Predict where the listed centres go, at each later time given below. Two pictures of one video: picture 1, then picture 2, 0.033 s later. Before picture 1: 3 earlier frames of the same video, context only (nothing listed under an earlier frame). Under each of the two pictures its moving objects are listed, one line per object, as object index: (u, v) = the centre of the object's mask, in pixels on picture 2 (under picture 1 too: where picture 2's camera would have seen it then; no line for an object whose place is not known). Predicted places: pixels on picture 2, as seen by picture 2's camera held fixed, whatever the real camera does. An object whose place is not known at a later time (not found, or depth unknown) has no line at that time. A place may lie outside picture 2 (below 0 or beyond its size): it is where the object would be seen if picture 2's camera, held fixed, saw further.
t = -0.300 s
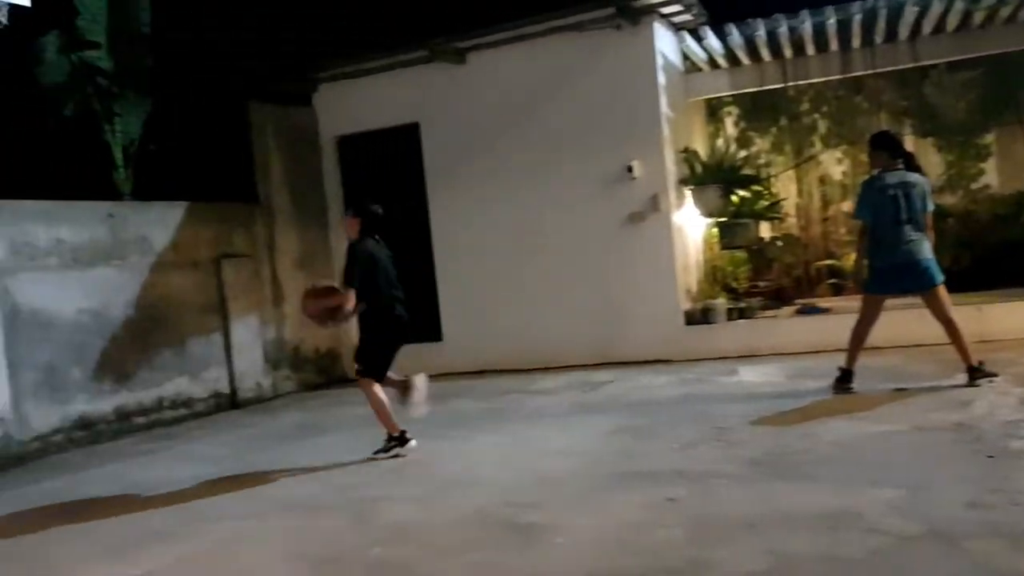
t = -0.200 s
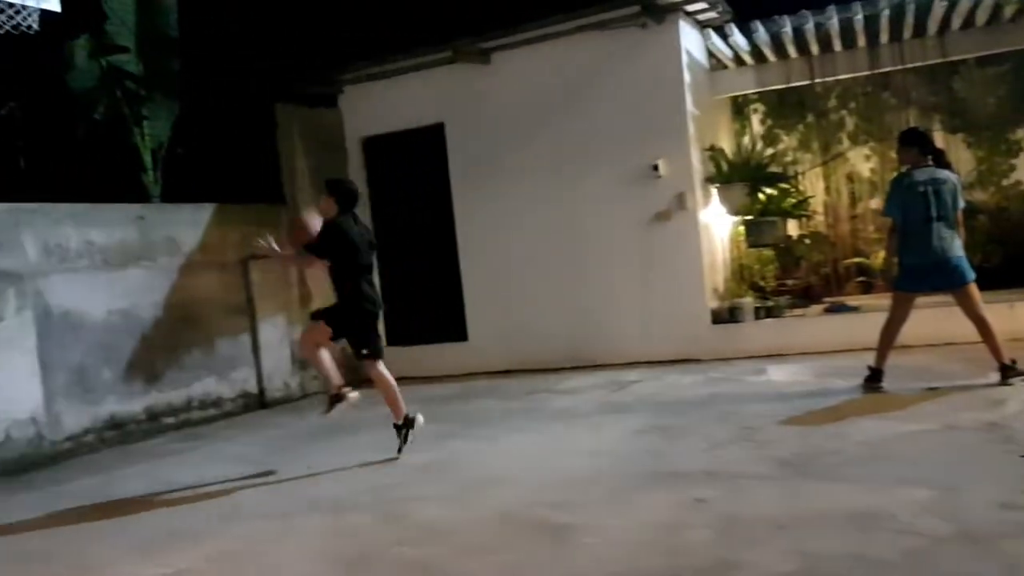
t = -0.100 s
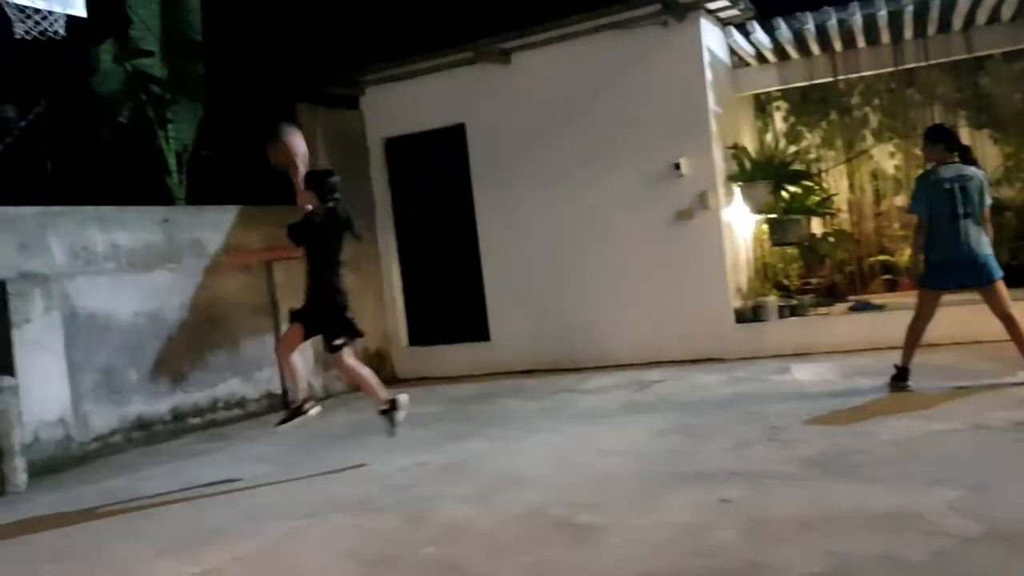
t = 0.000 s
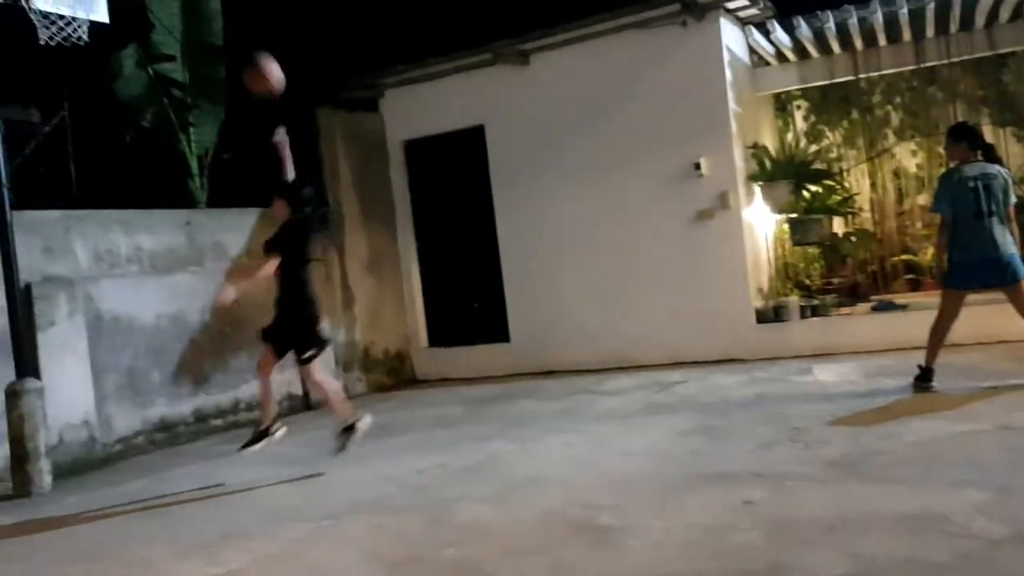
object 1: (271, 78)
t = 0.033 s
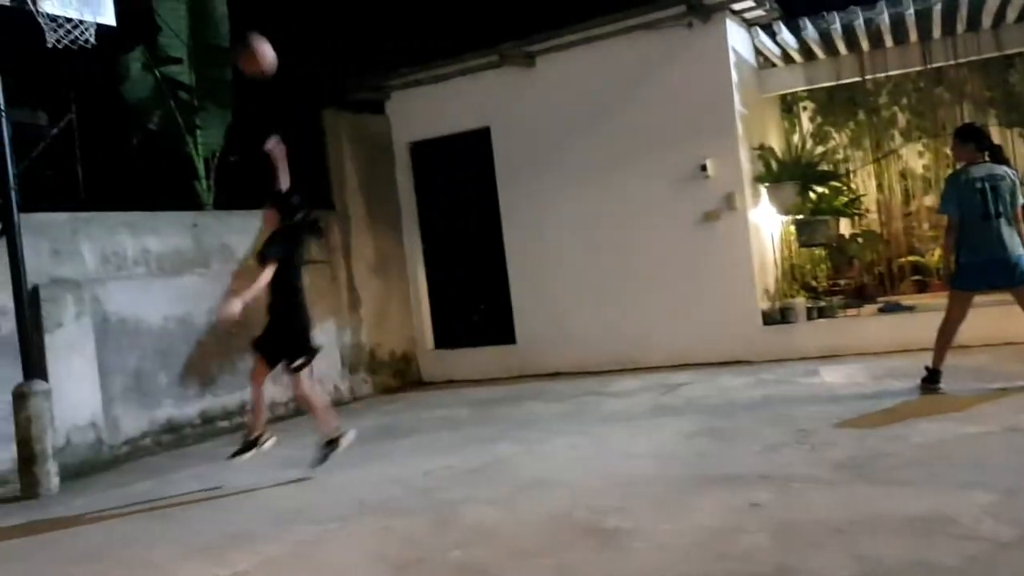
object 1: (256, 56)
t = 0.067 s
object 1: (243, 37)
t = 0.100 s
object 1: (225, 19)
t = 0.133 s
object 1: (211, 0)
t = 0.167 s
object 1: (200, -13)
